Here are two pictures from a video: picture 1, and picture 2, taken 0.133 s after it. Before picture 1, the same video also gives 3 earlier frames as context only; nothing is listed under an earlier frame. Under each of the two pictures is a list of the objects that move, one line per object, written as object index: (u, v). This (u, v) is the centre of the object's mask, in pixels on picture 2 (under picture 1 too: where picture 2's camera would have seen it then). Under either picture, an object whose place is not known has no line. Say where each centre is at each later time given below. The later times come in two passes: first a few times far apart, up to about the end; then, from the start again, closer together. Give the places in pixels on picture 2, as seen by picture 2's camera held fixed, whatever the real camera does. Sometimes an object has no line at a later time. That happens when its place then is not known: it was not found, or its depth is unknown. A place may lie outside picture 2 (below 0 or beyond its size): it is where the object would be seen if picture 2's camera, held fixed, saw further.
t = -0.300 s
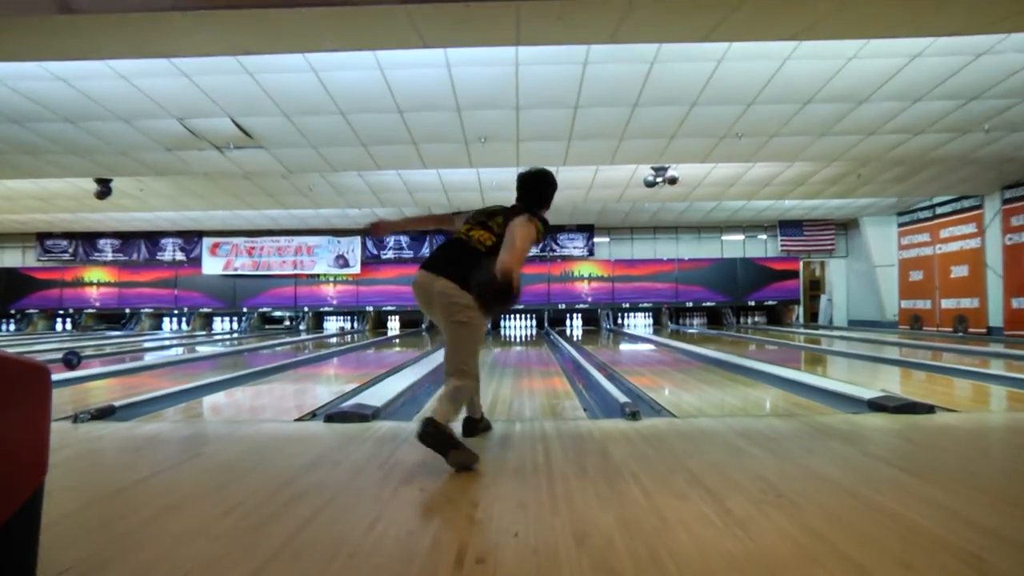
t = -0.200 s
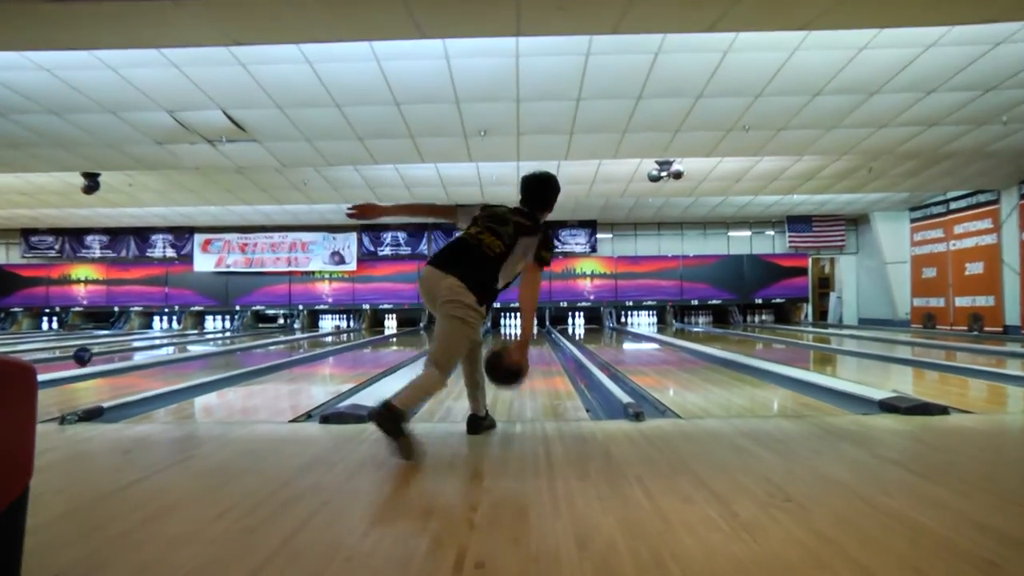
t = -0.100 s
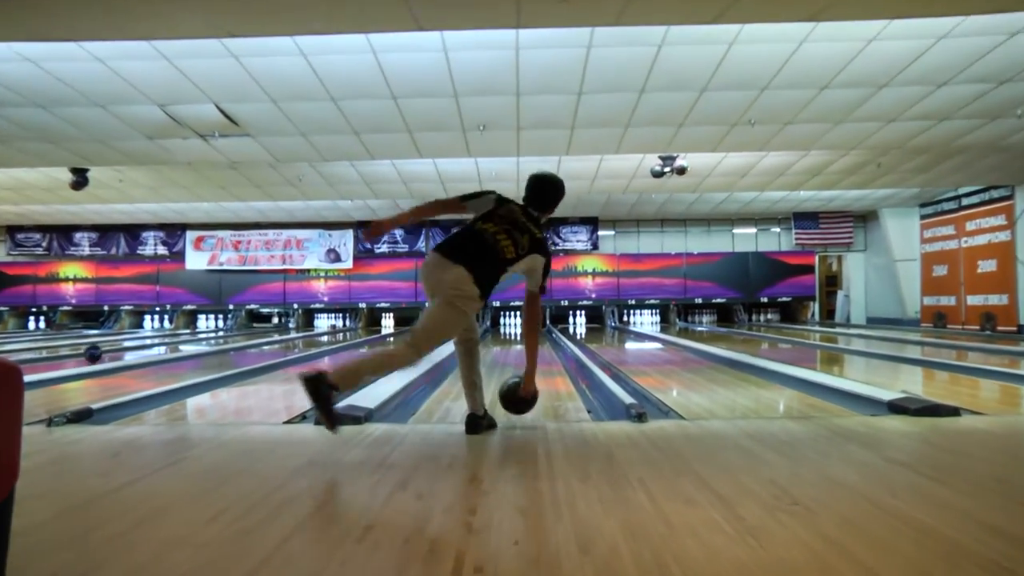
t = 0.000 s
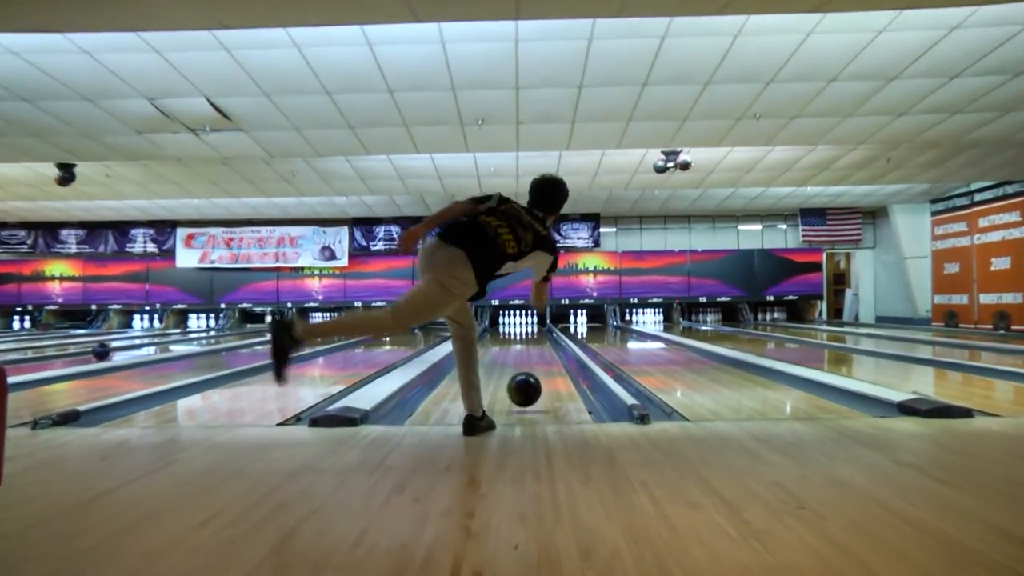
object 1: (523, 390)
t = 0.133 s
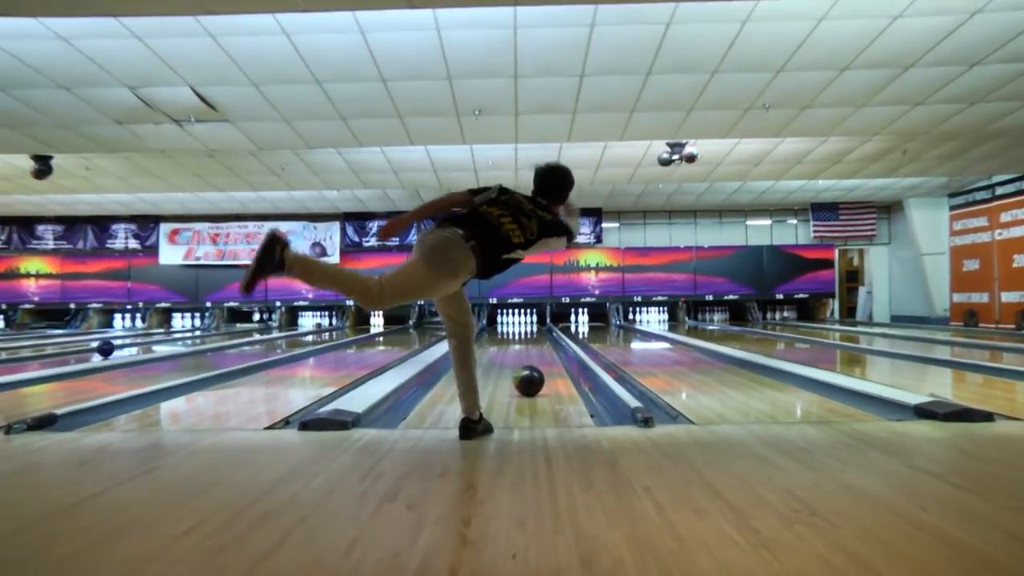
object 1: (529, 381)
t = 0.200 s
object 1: (531, 375)
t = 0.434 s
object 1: (535, 362)
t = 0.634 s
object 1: (538, 356)
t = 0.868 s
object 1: (540, 352)
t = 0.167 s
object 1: (530, 378)
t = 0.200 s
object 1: (531, 375)
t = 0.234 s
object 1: (531, 373)
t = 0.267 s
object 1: (532, 371)
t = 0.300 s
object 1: (533, 369)
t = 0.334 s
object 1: (533, 367)
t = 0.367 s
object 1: (534, 365)
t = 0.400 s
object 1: (535, 364)
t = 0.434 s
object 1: (535, 362)
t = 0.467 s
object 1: (535, 361)
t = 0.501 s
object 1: (536, 360)
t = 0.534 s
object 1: (536, 359)
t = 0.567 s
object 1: (537, 358)
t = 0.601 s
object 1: (537, 357)
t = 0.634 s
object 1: (538, 356)
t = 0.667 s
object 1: (538, 356)
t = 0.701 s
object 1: (539, 356)
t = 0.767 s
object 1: (540, 354)
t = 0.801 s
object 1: (540, 353)
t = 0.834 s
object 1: (540, 352)
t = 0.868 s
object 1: (540, 352)
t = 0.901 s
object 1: (541, 351)
